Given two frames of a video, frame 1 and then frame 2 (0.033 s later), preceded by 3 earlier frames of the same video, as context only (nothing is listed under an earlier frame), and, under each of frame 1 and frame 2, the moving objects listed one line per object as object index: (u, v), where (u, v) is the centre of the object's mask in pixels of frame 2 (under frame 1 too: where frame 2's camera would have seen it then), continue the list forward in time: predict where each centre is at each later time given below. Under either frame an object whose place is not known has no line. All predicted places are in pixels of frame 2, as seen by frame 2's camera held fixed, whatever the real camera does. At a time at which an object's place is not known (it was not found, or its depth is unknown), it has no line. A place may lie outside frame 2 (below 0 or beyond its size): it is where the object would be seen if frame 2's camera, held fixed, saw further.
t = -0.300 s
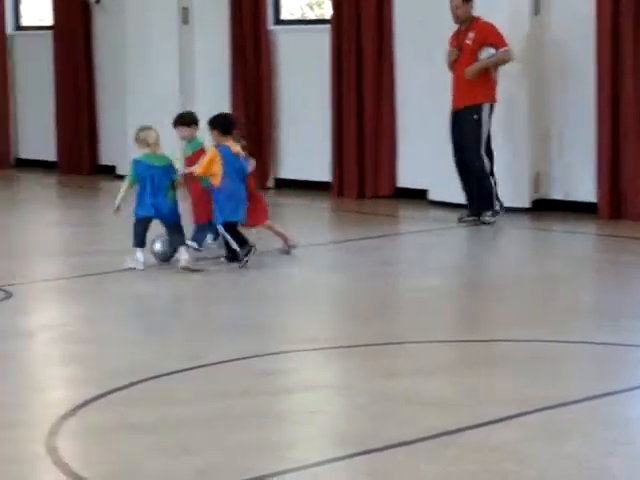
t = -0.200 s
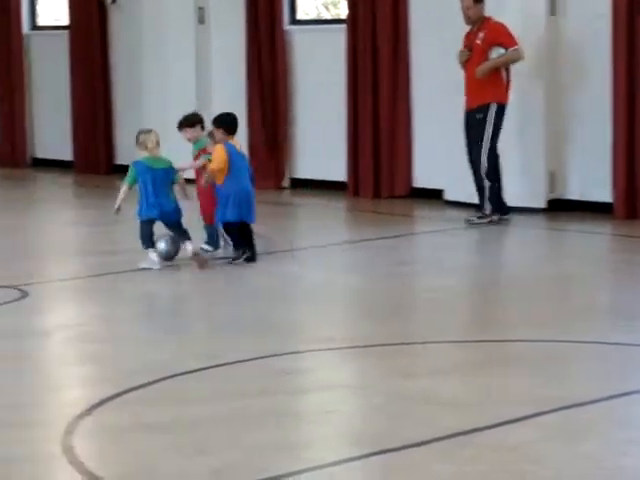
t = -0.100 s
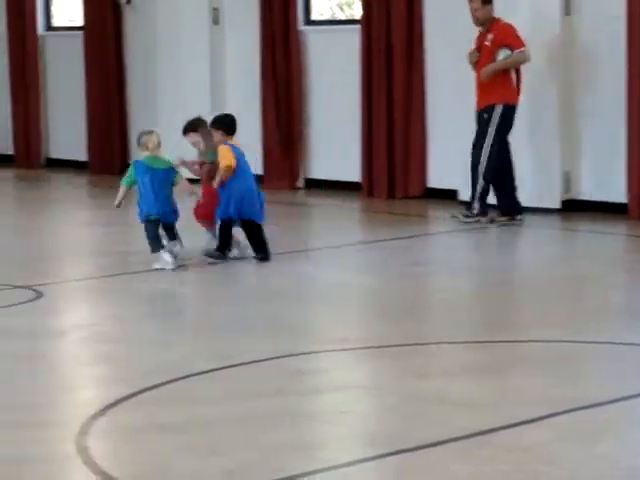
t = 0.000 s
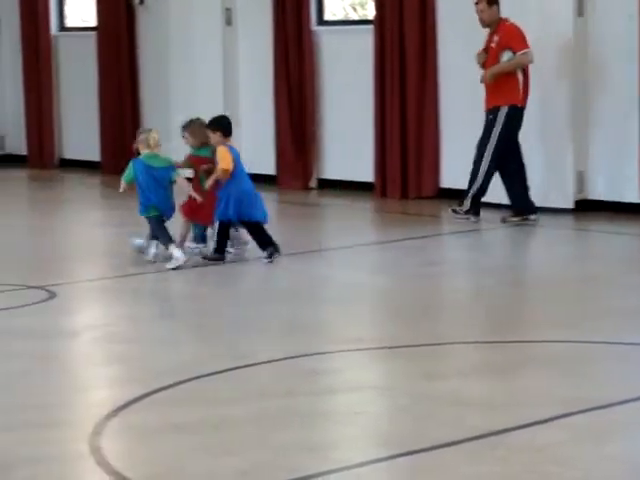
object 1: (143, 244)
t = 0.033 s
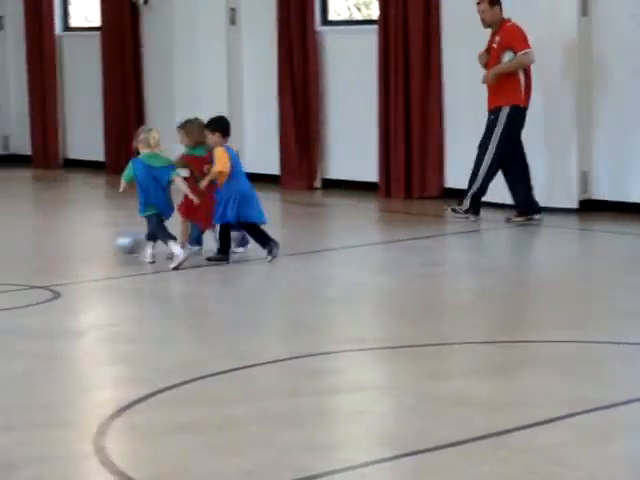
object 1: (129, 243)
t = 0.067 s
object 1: (110, 244)
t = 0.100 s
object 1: (91, 248)
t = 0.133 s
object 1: (76, 247)
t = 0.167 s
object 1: (60, 246)
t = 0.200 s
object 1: (43, 248)
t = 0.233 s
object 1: (30, 247)
